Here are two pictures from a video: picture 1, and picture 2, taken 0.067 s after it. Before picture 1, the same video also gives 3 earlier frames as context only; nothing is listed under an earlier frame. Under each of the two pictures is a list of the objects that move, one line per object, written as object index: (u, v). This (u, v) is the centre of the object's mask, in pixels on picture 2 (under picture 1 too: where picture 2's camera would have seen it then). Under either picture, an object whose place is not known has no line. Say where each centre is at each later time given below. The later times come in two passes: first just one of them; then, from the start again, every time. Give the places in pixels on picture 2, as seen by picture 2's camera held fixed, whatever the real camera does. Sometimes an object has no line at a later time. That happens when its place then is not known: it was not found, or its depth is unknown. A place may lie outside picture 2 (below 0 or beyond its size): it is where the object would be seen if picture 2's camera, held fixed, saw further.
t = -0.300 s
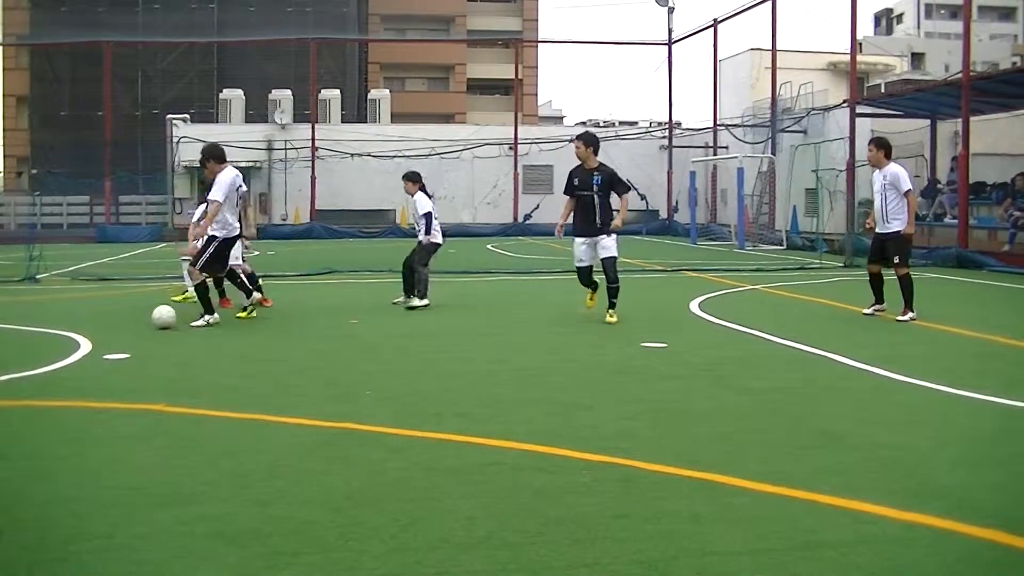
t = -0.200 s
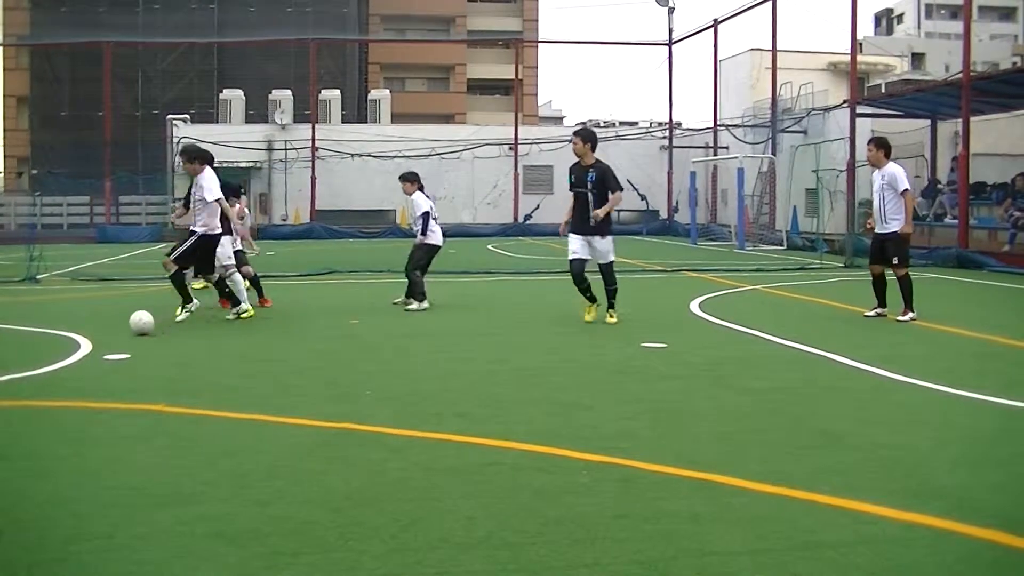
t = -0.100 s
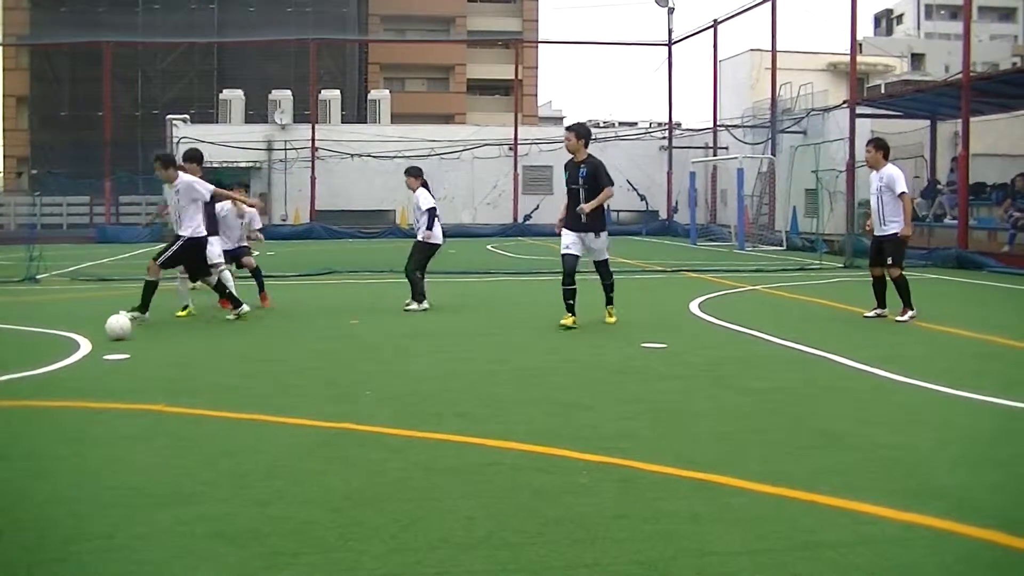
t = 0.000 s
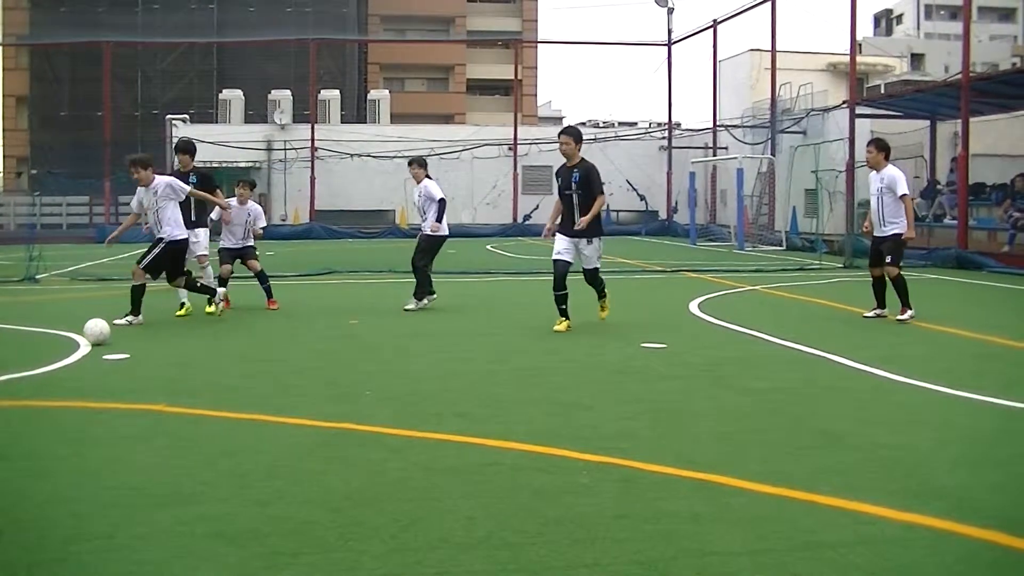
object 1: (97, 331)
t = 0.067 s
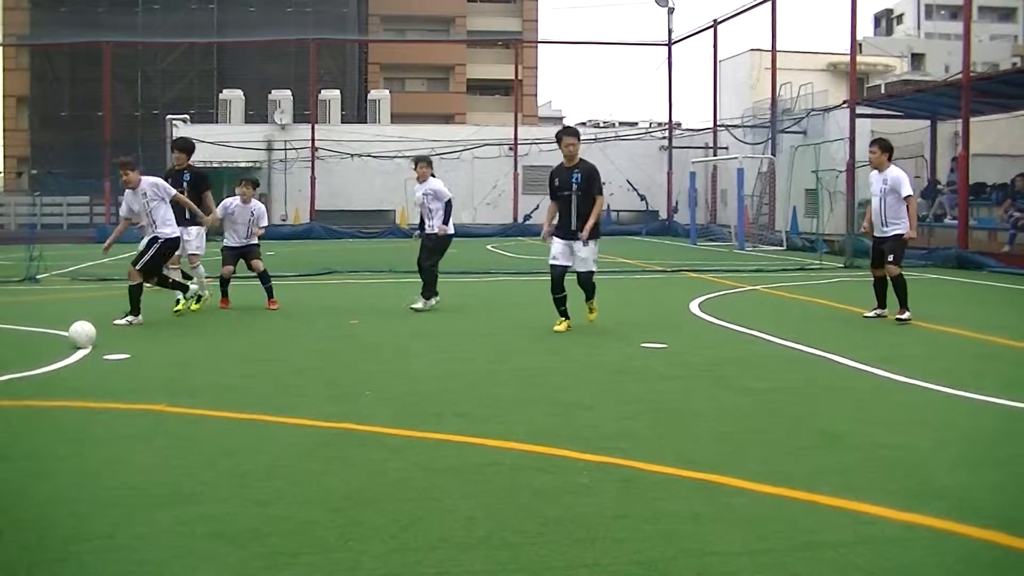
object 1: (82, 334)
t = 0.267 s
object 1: (34, 344)
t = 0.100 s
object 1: (74, 336)
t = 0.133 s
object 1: (67, 337)
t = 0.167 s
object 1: (60, 339)
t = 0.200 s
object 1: (51, 341)
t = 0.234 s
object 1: (43, 343)
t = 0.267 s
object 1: (34, 344)
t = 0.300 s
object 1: (26, 346)
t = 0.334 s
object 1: (22, 346)
